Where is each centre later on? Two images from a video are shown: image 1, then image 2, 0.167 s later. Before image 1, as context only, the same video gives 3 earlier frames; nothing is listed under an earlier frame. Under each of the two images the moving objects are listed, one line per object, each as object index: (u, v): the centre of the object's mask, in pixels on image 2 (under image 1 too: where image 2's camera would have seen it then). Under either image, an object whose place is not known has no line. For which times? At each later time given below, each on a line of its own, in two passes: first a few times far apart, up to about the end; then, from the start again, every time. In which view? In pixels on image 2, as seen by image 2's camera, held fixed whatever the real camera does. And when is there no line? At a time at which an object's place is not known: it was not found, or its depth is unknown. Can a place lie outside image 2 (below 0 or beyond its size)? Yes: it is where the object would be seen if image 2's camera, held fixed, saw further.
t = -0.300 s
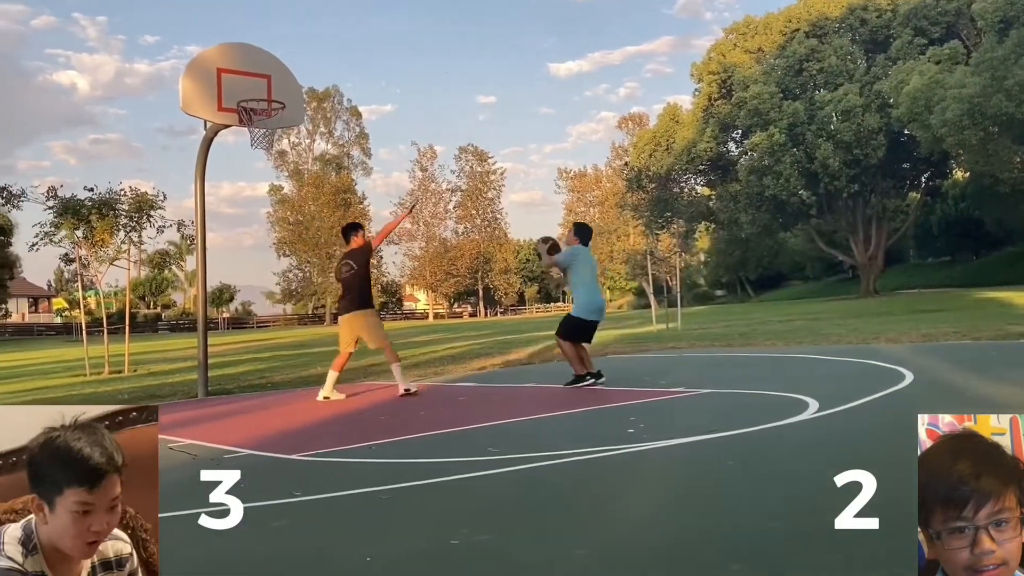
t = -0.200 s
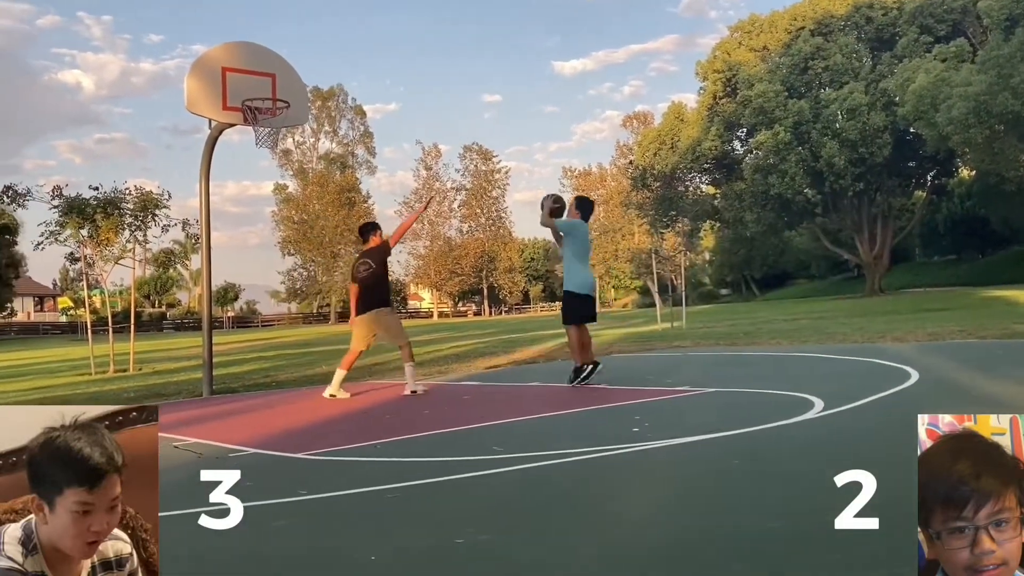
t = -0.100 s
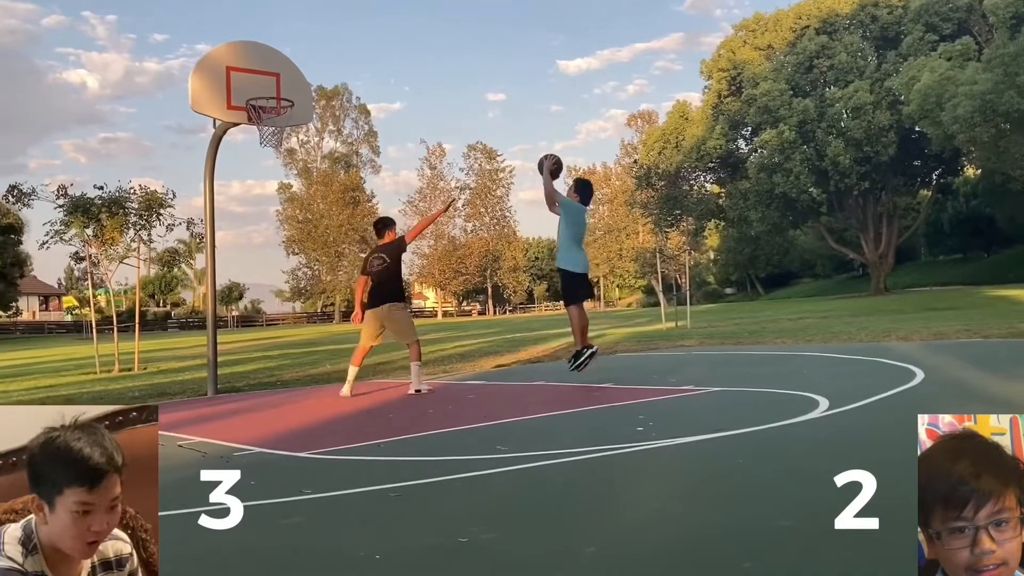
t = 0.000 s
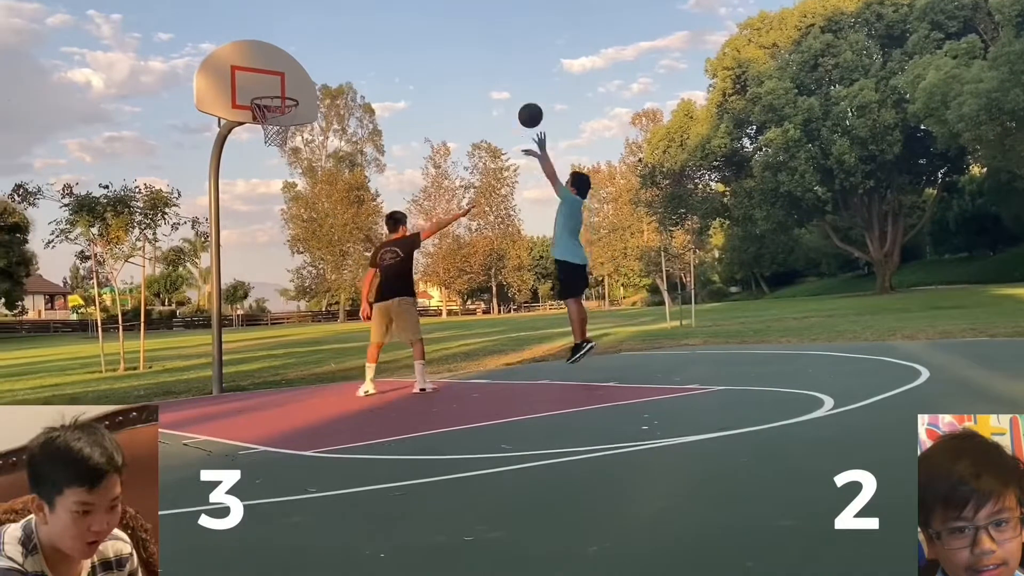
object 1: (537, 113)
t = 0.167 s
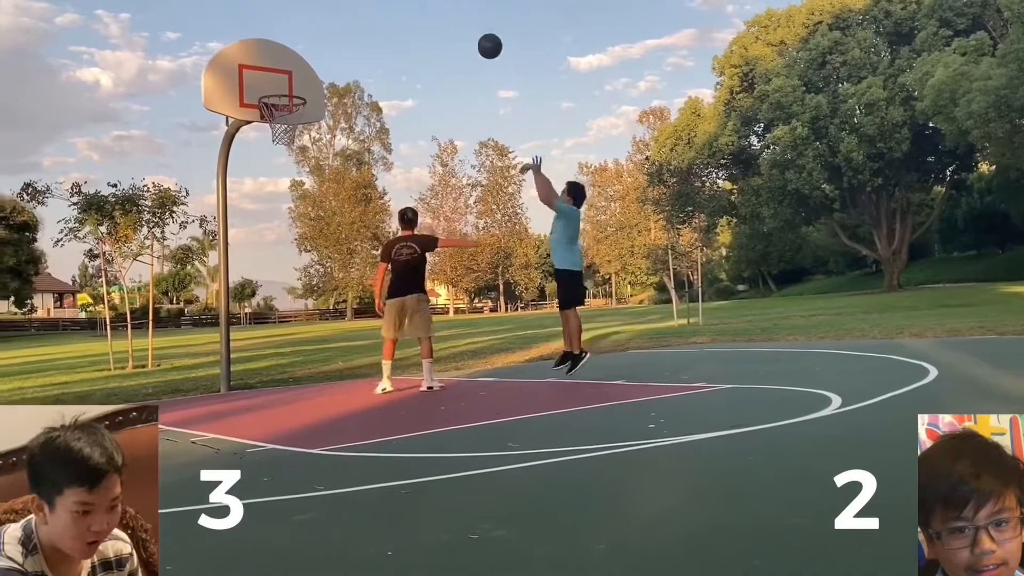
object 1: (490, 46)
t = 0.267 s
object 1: (462, 20)
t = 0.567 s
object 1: (387, 9)
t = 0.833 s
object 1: (328, 58)
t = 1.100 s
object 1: (338, 57)
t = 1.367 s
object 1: (385, 56)
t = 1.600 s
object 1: (427, 108)
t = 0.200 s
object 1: (480, 36)
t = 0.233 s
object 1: (471, 28)
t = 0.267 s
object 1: (462, 20)
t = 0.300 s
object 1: (454, 14)
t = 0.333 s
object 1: (445, 11)
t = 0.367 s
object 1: (436, 9)
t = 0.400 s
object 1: (428, 8)
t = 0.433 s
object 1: (420, 7)
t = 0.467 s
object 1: (411, 7)
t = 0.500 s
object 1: (403, 7)
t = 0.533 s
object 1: (395, 8)
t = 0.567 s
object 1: (387, 9)
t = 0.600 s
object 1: (380, 11)
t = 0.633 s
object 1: (372, 13)
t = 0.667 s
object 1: (364, 16)
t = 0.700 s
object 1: (357, 22)
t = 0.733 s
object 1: (350, 30)
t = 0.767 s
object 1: (343, 39)
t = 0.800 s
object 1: (335, 48)
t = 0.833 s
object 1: (328, 58)
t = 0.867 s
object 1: (321, 70)
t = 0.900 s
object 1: (314, 82)
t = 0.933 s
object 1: (310, 91)
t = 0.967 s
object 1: (315, 82)
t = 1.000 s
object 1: (321, 74)
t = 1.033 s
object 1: (327, 68)
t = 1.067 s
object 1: (332, 62)
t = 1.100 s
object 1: (338, 57)
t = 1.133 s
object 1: (344, 54)
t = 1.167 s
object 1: (350, 51)
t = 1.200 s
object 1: (355, 49)
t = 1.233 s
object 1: (361, 49)
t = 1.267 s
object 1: (367, 49)
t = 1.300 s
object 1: (373, 51)
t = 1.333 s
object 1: (379, 53)
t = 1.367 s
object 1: (385, 56)
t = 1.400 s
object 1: (391, 61)
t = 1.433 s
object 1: (397, 66)
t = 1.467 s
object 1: (403, 72)
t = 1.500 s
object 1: (409, 80)
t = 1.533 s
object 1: (415, 88)
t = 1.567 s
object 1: (420, 97)
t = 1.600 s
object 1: (427, 108)
